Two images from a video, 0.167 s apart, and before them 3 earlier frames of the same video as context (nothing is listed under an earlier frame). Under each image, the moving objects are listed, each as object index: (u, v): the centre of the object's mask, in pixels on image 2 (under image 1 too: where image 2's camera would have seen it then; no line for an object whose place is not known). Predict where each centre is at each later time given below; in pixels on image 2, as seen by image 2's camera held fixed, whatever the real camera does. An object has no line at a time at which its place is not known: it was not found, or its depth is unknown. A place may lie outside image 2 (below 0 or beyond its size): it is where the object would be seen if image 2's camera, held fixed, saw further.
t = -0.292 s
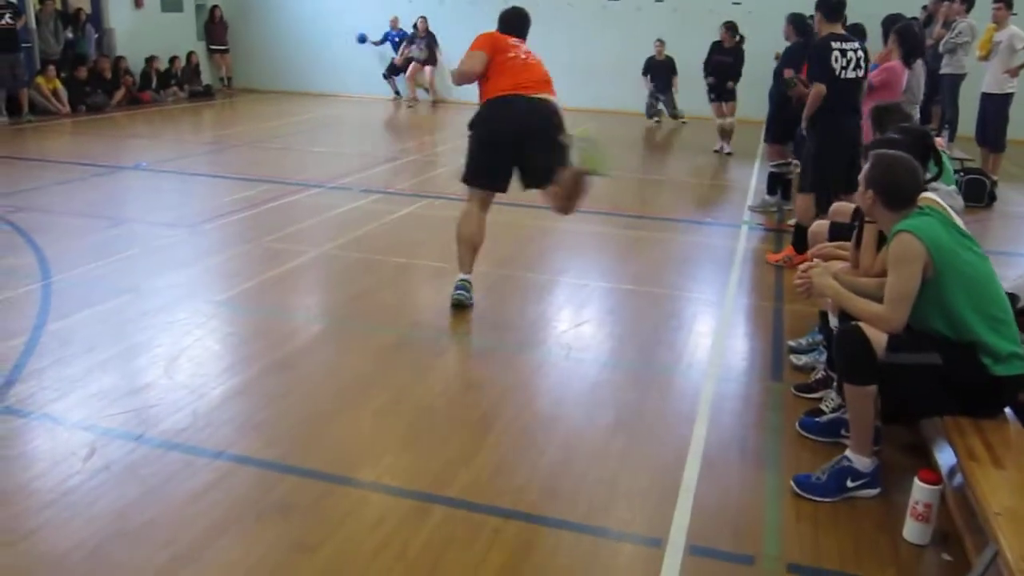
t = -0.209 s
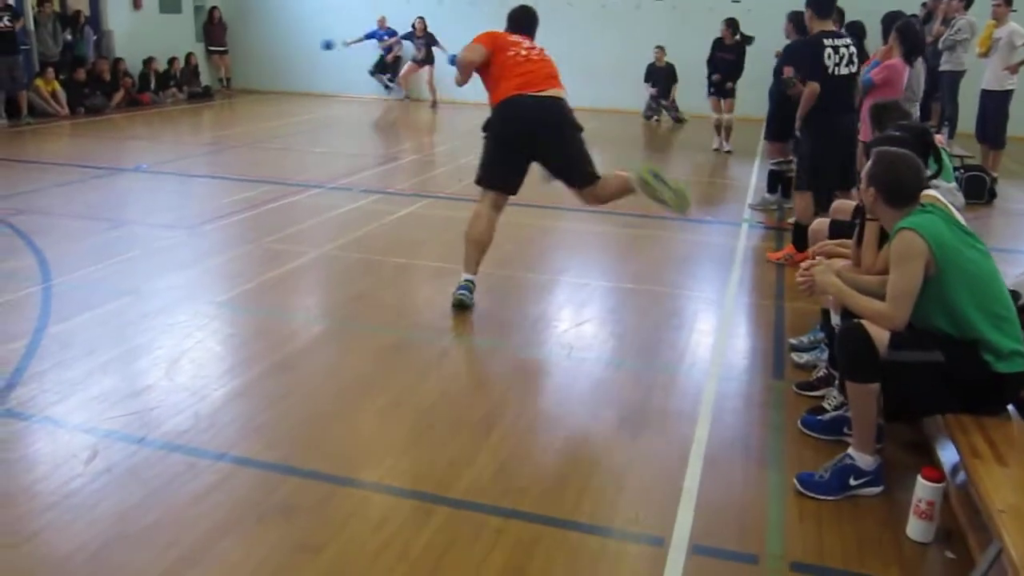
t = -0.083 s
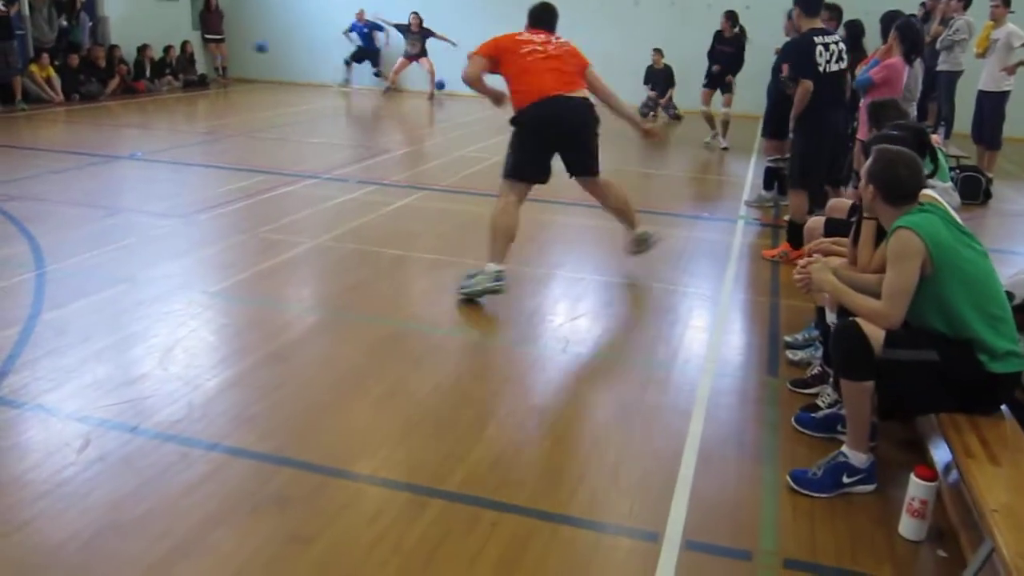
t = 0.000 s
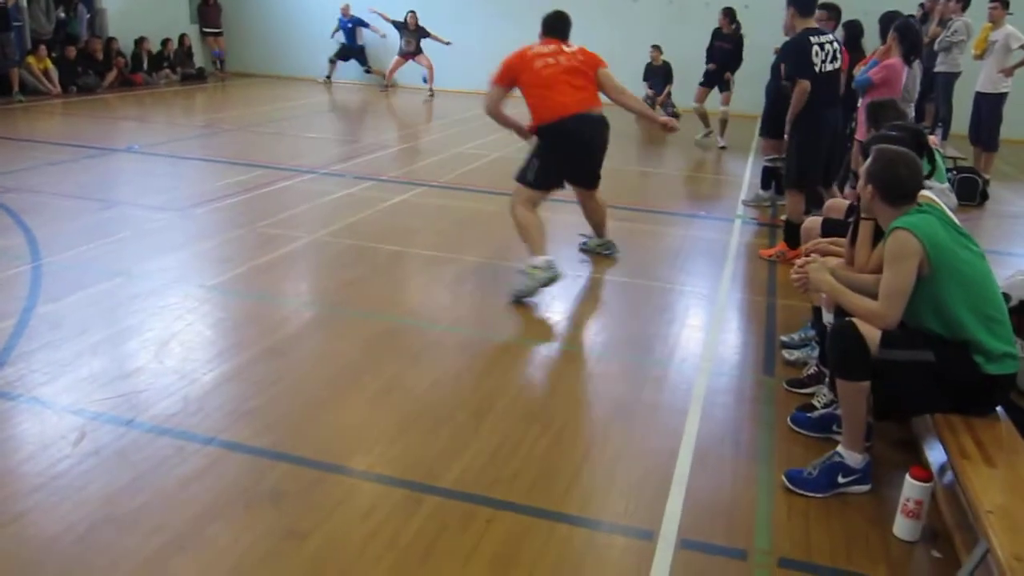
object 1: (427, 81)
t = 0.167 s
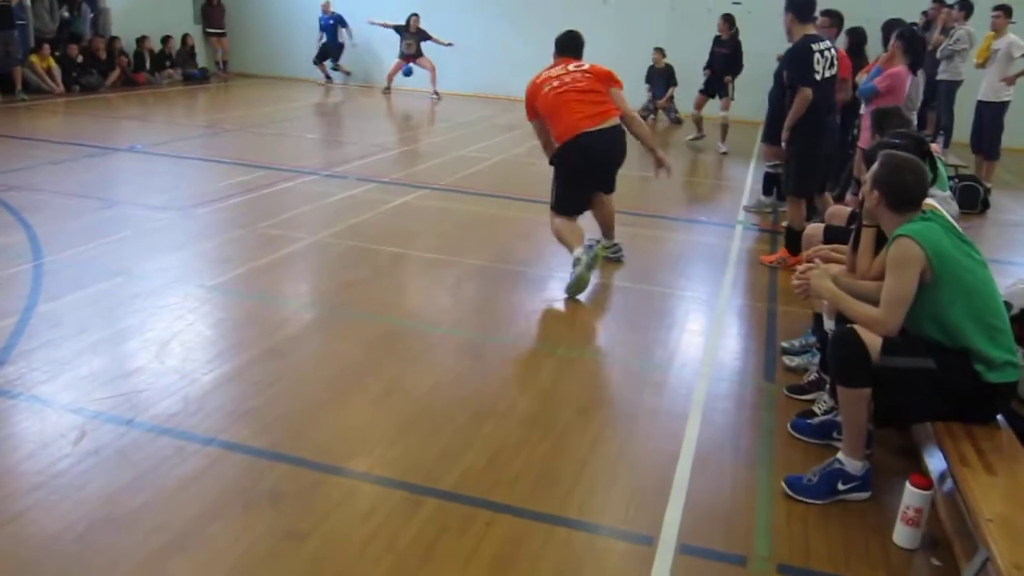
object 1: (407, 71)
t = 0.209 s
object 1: (401, 70)
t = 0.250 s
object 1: (394, 72)
